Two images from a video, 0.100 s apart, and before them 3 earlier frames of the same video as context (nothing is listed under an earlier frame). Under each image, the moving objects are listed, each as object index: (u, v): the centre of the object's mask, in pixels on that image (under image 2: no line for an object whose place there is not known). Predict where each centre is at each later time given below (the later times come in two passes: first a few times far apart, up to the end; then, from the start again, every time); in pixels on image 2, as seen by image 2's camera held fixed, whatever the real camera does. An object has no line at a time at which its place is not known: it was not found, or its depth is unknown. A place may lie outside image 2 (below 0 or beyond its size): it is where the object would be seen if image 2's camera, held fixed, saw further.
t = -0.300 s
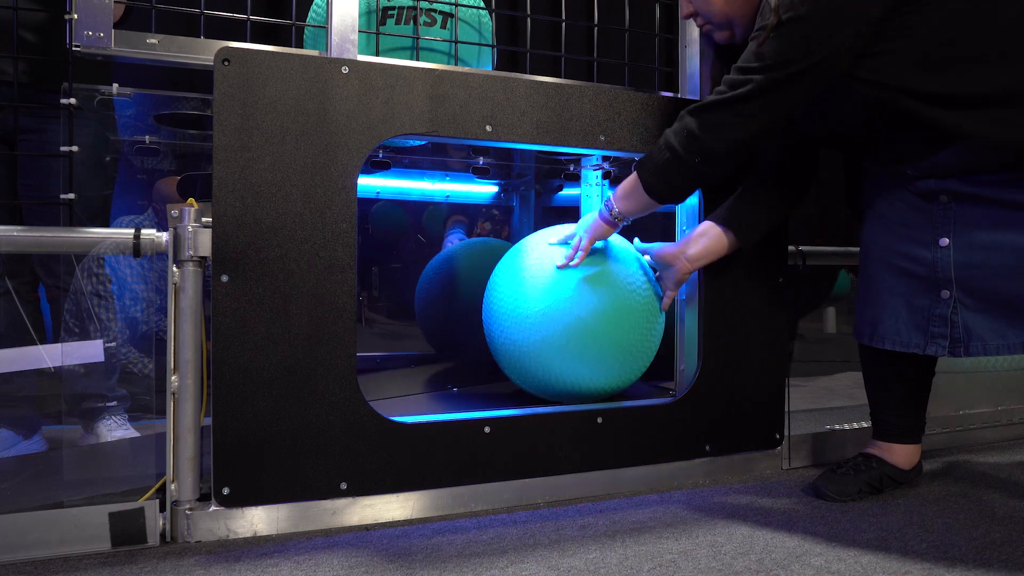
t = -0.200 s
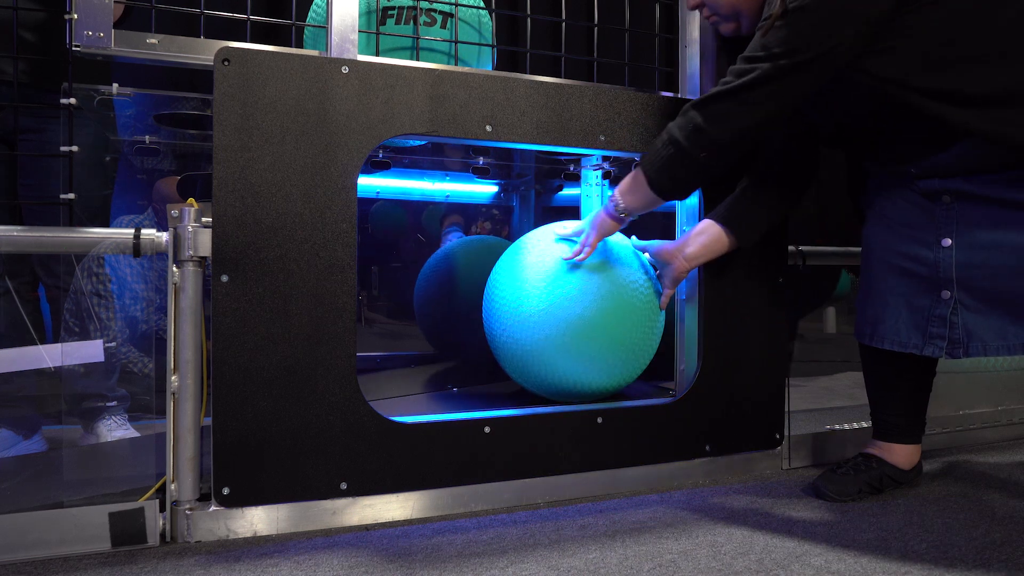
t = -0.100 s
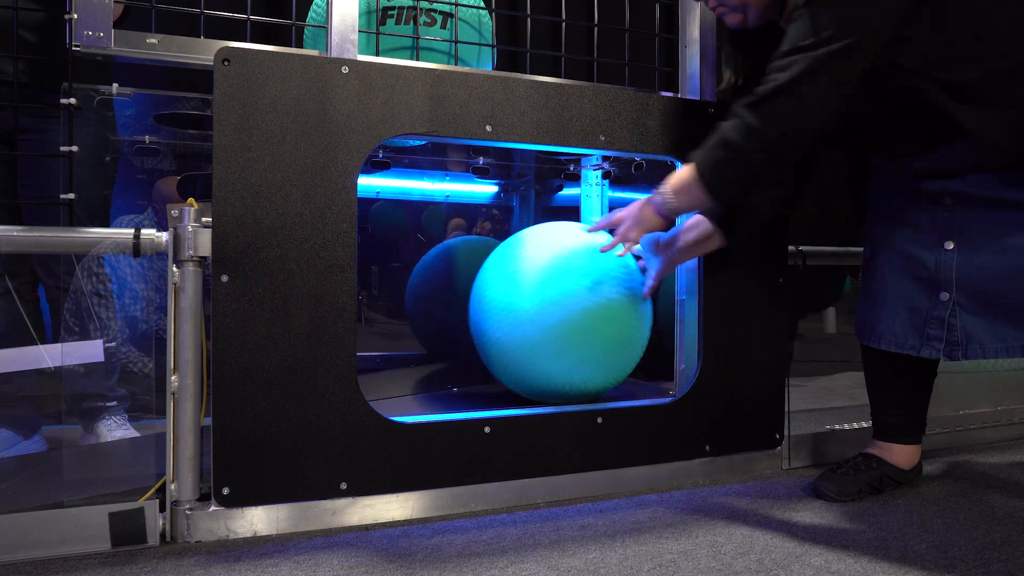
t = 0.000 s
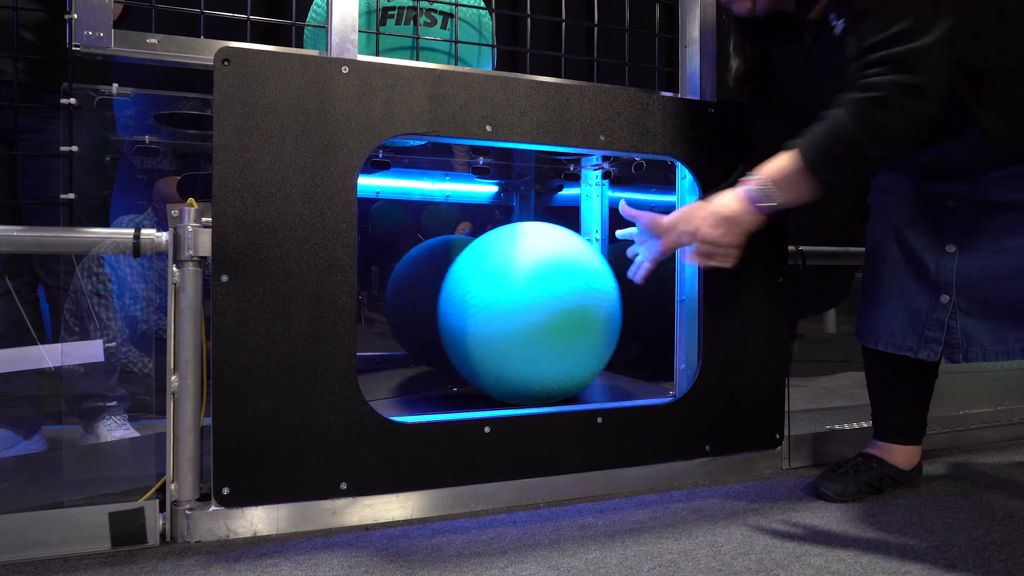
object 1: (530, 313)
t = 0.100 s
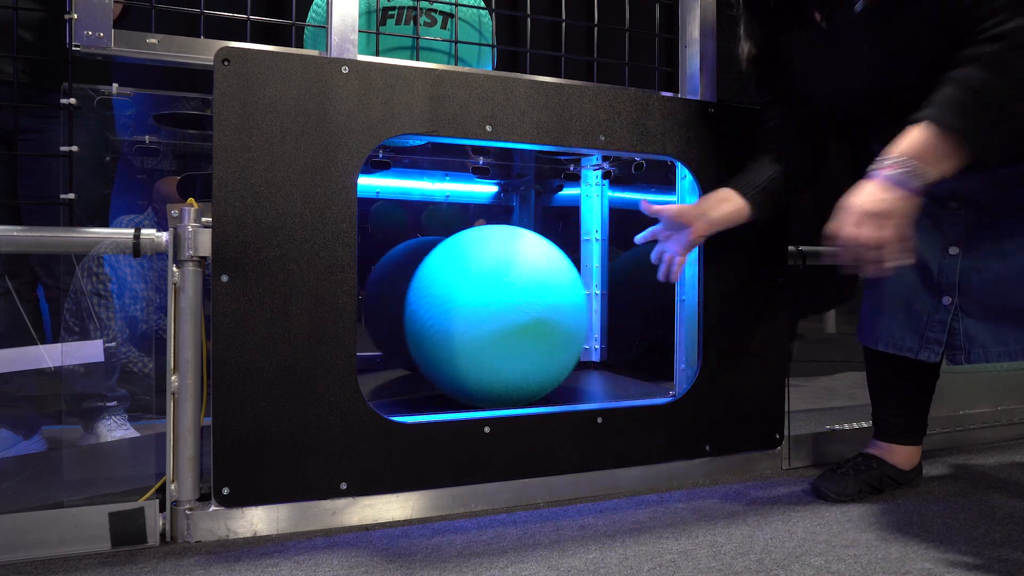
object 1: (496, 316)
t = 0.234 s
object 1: (451, 320)
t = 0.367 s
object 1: (420, 323)
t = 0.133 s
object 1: (485, 317)
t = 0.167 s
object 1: (474, 318)
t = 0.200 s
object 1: (463, 319)
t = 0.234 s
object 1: (451, 320)
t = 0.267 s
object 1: (441, 321)
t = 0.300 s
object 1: (433, 322)
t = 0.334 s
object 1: (427, 323)
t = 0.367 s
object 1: (420, 323)
